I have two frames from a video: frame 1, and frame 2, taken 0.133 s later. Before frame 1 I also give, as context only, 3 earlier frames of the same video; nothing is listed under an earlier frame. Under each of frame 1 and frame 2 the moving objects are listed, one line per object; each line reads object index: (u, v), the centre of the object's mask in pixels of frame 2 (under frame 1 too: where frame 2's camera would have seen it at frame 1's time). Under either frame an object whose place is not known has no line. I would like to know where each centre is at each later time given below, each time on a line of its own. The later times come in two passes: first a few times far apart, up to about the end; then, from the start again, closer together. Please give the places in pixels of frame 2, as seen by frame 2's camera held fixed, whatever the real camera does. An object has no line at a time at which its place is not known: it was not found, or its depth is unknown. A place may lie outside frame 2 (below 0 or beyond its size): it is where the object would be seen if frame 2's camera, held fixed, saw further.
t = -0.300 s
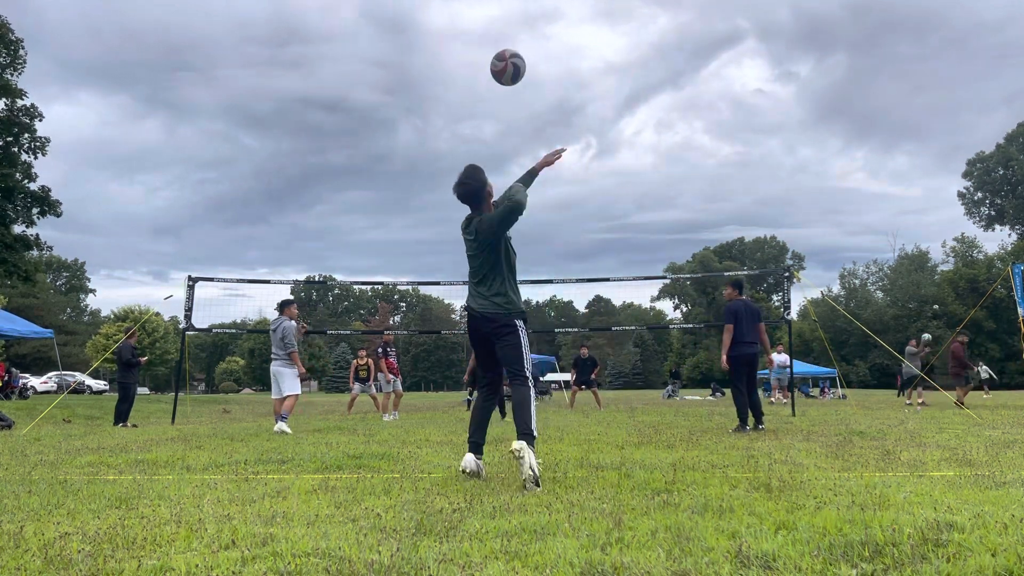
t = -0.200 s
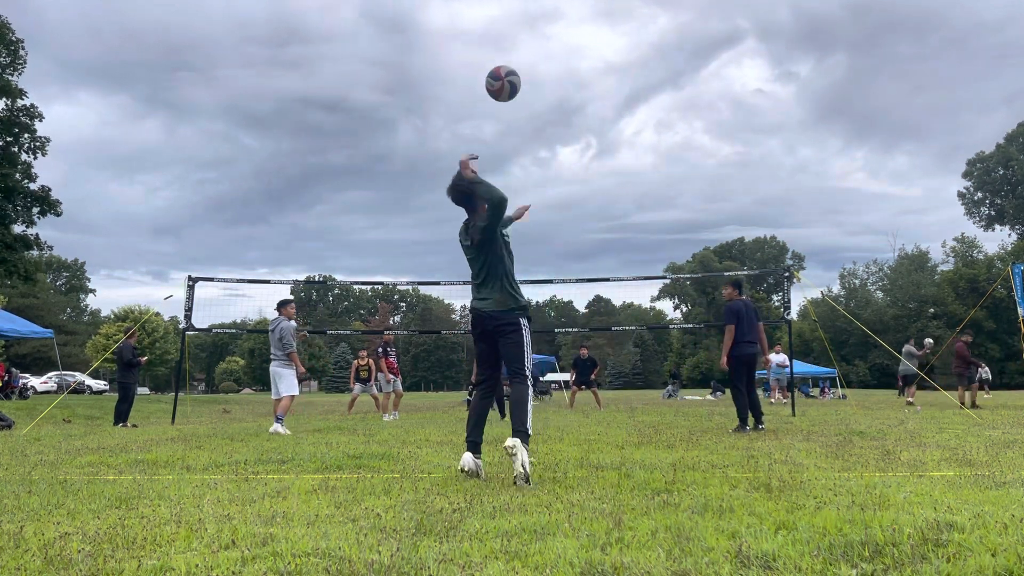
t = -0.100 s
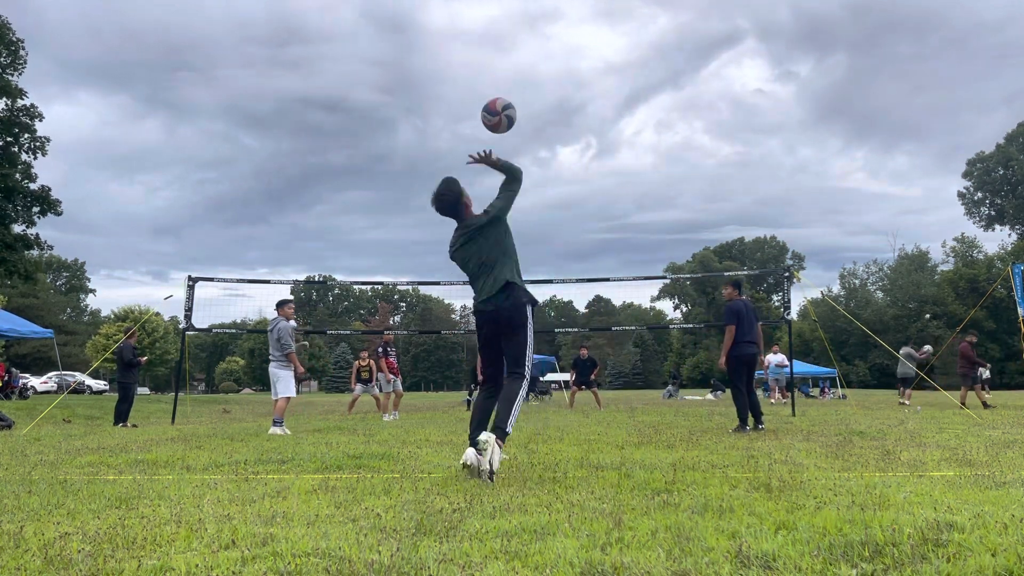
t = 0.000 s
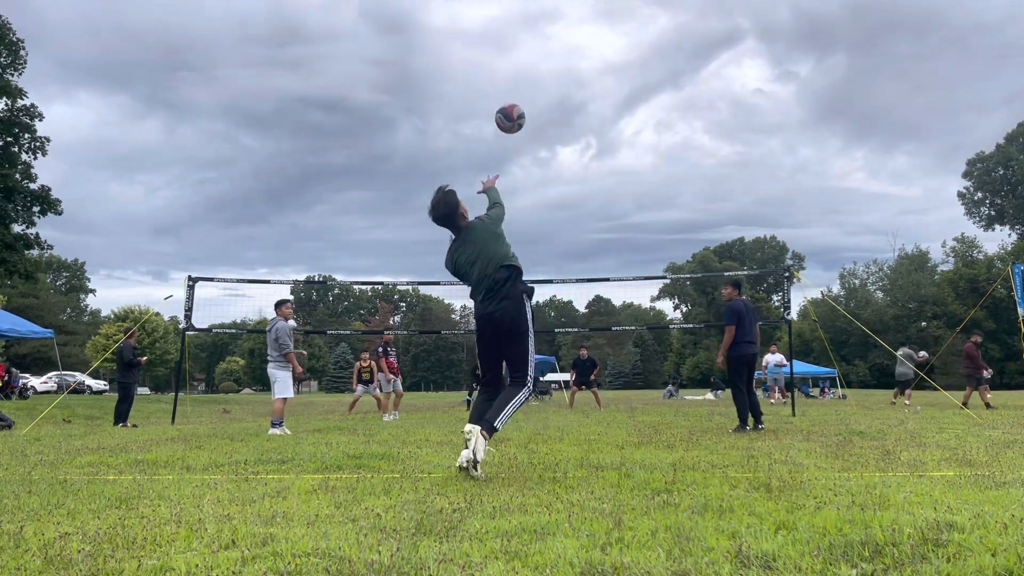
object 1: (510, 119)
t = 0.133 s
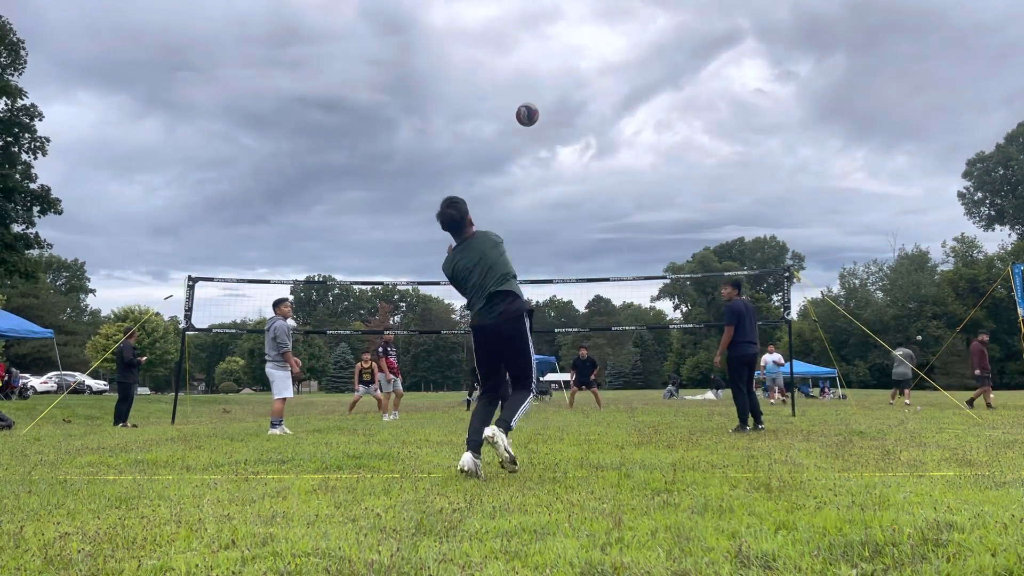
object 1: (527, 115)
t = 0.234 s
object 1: (537, 125)
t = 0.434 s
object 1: (550, 161)
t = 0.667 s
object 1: (559, 213)
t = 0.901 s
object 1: (570, 271)
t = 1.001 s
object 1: (574, 298)
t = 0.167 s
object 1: (531, 117)
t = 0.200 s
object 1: (534, 121)
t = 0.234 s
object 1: (537, 125)
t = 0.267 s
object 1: (540, 130)
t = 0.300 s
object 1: (542, 136)
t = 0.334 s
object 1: (544, 142)
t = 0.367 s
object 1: (546, 148)
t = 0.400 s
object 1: (548, 154)
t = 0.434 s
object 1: (550, 161)
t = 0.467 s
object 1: (551, 168)
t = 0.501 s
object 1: (553, 175)
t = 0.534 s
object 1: (554, 182)
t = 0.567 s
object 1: (555, 190)
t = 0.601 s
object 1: (557, 197)
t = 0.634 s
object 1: (558, 205)
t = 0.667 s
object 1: (559, 213)
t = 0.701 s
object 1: (561, 221)
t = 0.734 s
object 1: (562, 229)
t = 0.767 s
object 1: (564, 237)
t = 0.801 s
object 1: (565, 245)
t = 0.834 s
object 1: (566, 254)
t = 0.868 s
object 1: (568, 262)
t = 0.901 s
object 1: (570, 271)
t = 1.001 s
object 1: (574, 298)
